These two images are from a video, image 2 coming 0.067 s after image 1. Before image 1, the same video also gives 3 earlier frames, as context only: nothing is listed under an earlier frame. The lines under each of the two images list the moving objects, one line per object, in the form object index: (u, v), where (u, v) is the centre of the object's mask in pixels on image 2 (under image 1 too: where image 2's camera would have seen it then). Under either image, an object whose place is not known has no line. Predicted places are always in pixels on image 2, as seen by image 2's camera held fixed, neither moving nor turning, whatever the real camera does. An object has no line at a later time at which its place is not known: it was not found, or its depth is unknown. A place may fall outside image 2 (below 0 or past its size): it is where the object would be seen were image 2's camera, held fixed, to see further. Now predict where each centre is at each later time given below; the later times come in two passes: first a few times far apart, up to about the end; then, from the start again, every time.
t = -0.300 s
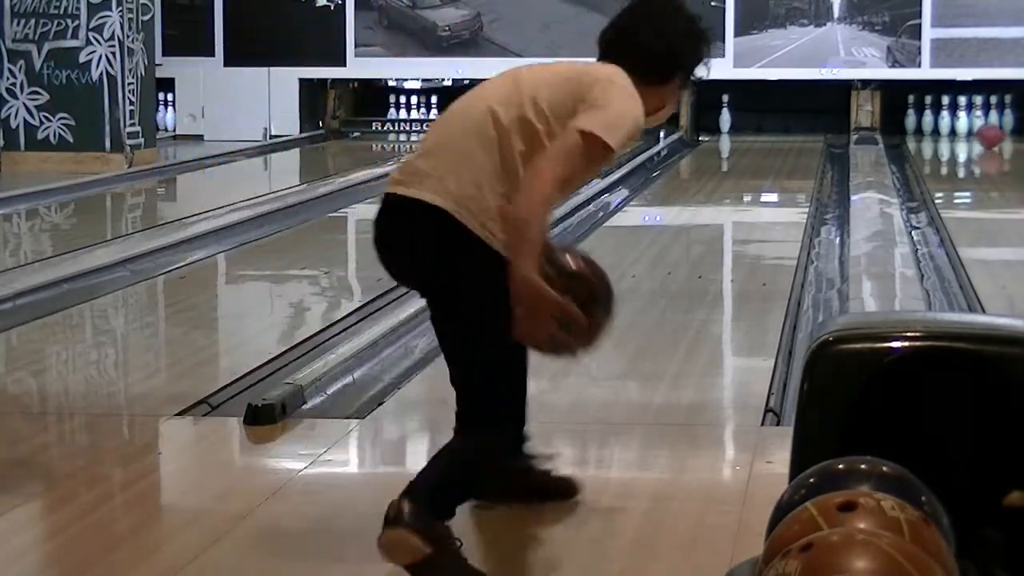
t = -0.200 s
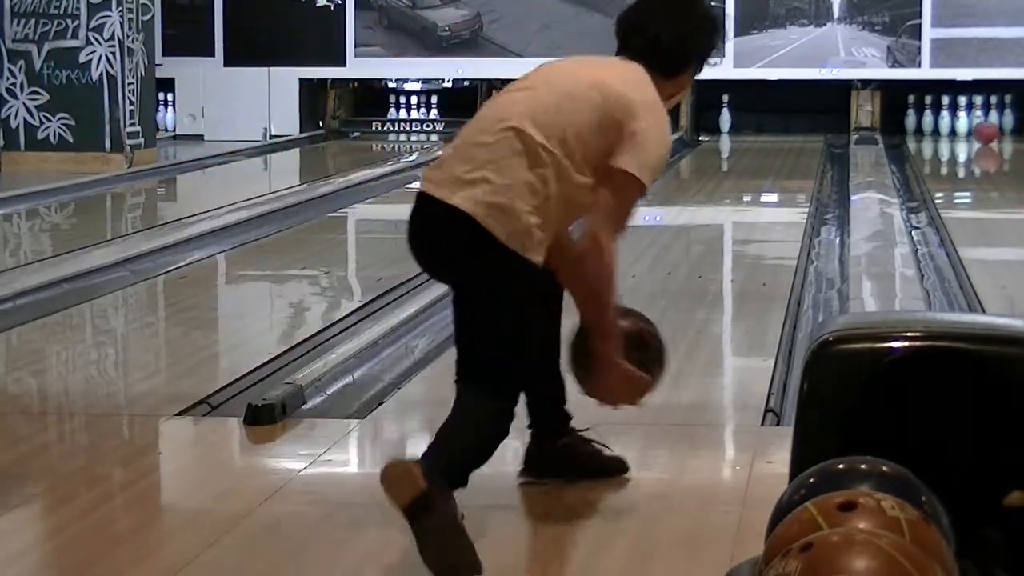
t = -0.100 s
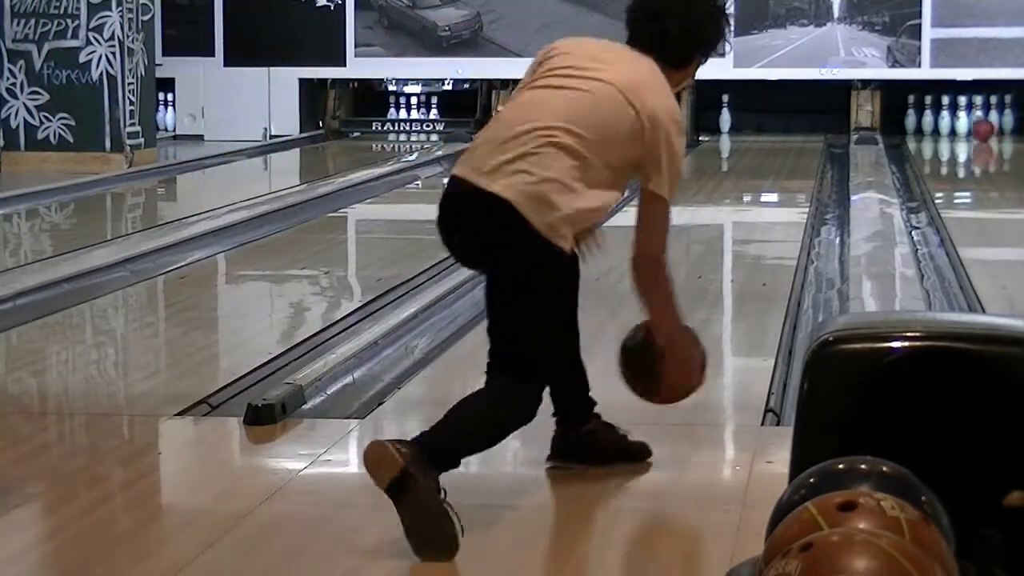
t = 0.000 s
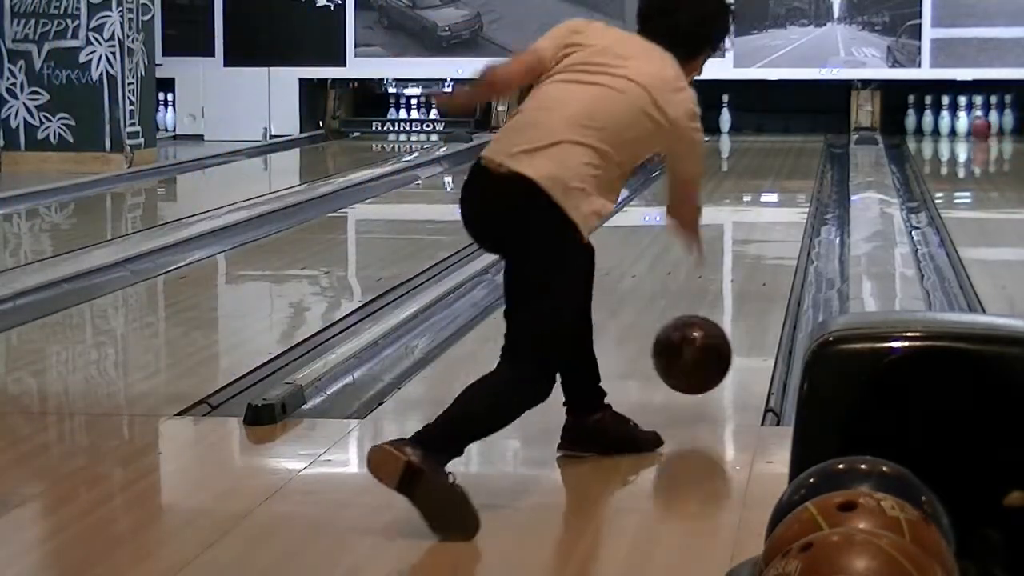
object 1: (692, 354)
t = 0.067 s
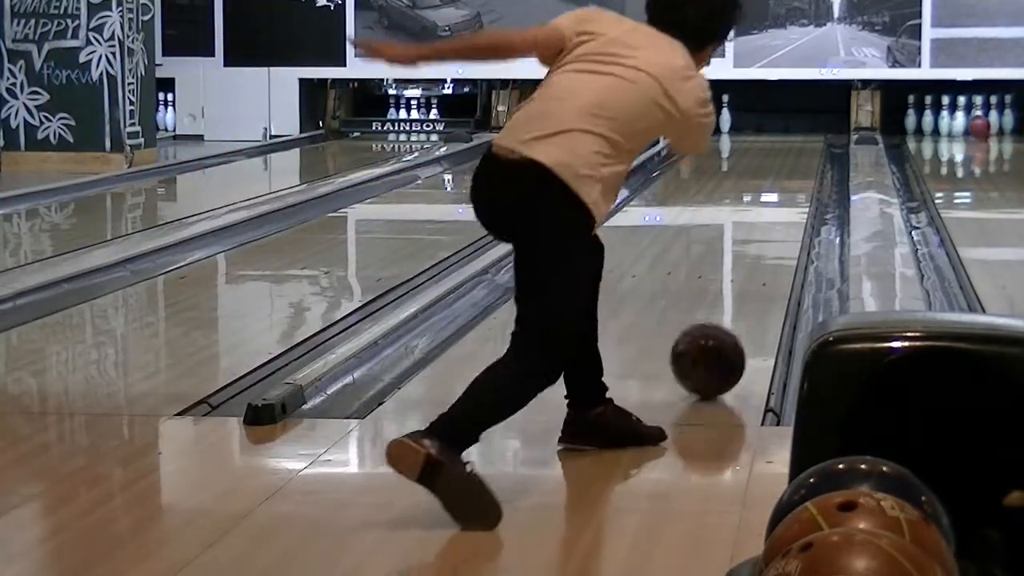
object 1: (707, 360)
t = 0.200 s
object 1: (734, 326)
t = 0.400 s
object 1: (762, 286)
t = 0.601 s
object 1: (782, 256)
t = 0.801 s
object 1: (795, 233)
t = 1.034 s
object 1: (802, 211)
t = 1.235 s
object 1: (803, 196)
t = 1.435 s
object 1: (801, 184)
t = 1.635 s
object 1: (796, 174)
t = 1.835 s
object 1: (789, 165)
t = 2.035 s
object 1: (780, 157)
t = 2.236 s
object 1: (769, 151)
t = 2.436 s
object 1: (760, 143)
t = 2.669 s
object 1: (750, 136)
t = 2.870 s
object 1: (742, 132)
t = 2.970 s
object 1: (738, 130)
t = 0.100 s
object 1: (715, 350)
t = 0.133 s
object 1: (722, 342)
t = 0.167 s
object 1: (728, 333)
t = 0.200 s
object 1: (734, 326)
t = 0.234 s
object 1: (740, 318)
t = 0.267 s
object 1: (745, 311)
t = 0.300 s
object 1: (749, 304)
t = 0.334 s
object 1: (754, 298)
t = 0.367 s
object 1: (758, 291)
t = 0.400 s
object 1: (762, 286)
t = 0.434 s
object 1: (766, 280)
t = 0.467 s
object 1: (770, 275)
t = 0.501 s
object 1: (774, 270)
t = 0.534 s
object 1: (776, 265)
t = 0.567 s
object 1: (779, 261)
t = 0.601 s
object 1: (782, 256)
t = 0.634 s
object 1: (785, 252)
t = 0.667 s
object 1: (787, 248)
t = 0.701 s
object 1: (789, 244)
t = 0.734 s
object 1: (791, 240)
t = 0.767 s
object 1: (793, 236)
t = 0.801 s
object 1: (795, 233)
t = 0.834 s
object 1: (796, 230)
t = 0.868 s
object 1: (797, 226)
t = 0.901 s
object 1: (798, 223)
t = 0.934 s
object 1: (799, 220)
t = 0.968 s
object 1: (800, 217)
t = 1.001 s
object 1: (801, 214)
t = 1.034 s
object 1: (802, 211)
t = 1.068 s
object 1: (802, 208)
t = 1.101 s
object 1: (803, 205)
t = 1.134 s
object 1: (803, 203)
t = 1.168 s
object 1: (803, 201)
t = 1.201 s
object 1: (803, 199)
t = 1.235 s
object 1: (803, 196)
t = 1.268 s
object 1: (803, 194)
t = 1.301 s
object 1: (803, 192)
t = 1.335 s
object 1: (802, 190)
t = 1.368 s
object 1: (802, 188)
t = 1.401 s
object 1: (802, 186)
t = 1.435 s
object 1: (801, 184)
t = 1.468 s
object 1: (801, 182)
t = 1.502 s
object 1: (800, 180)
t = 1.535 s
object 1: (799, 178)
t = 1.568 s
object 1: (799, 177)
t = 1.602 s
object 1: (797, 175)
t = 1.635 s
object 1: (796, 174)
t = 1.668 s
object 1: (796, 172)
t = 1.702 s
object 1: (794, 169)
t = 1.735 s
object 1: (793, 169)
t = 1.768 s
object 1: (793, 167)
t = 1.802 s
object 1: (790, 165)
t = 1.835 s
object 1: (789, 165)
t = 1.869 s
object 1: (788, 164)
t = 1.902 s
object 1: (786, 162)
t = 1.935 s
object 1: (785, 161)
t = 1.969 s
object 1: (783, 160)
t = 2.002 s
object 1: (782, 158)
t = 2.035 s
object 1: (780, 157)
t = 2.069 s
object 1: (779, 156)
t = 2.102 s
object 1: (776, 155)
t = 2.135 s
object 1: (775, 154)
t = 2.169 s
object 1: (773, 153)
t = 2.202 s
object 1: (771, 150)
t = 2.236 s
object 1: (769, 151)
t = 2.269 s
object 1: (768, 151)
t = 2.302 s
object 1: (766, 147)
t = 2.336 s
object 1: (765, 147)
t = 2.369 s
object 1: (763, 145)
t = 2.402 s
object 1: (762, 143)
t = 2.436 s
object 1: (760, 143)
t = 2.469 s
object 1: (759, 142)
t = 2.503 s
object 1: (757, 141)
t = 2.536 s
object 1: (756, 140)
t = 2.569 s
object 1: (754, 139)
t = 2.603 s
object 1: (753, 138)
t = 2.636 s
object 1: (751, 137)
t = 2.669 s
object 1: (750, 136)
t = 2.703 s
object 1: (748, 135)
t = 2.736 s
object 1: (747, 135)
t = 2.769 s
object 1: (746, 134)
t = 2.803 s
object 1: (744, 133)
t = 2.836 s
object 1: (743, 133)
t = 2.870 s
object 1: (742, 132)
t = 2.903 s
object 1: (741, 131)
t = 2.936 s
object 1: (739, 130)
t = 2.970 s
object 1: (738, 130)
